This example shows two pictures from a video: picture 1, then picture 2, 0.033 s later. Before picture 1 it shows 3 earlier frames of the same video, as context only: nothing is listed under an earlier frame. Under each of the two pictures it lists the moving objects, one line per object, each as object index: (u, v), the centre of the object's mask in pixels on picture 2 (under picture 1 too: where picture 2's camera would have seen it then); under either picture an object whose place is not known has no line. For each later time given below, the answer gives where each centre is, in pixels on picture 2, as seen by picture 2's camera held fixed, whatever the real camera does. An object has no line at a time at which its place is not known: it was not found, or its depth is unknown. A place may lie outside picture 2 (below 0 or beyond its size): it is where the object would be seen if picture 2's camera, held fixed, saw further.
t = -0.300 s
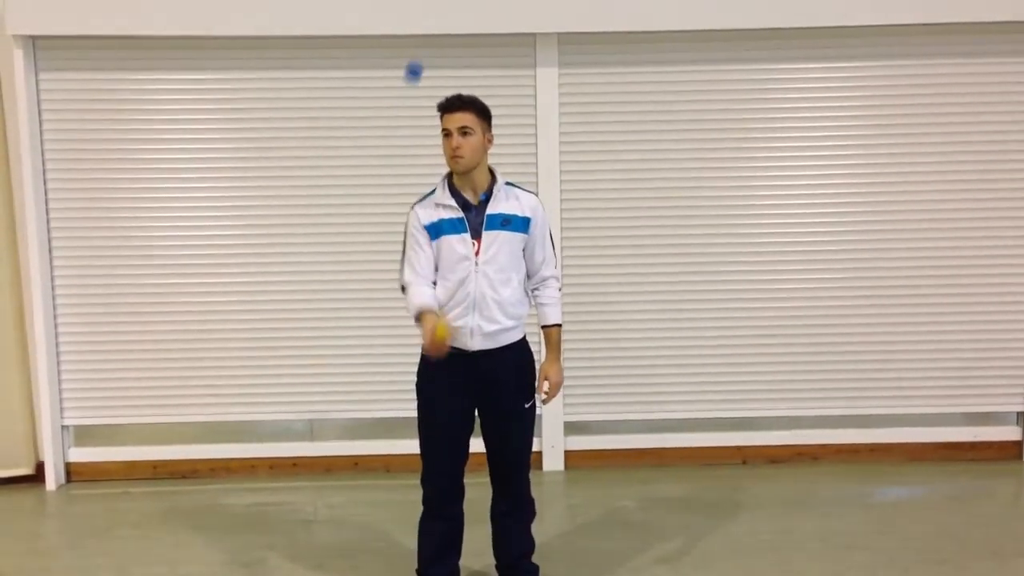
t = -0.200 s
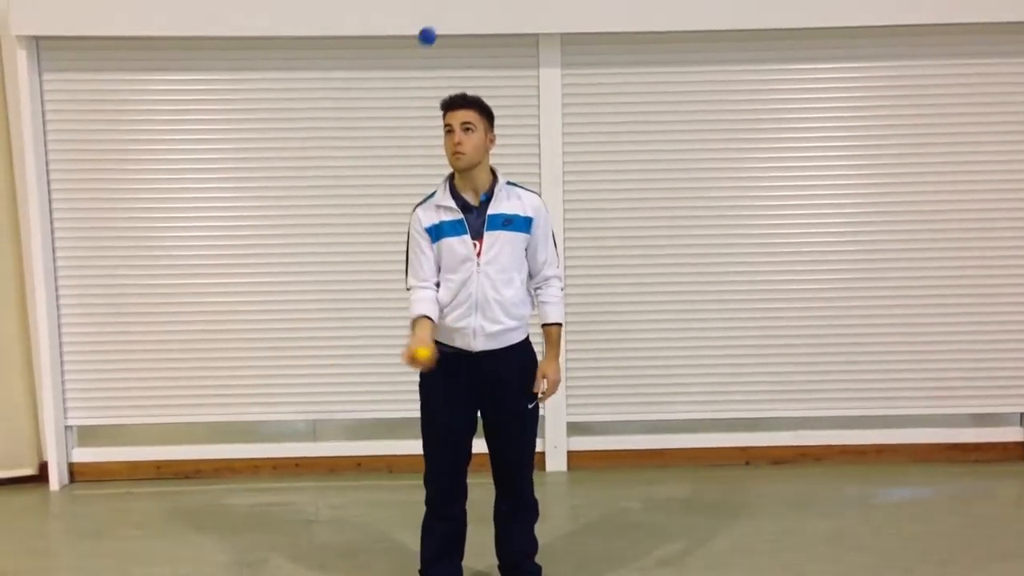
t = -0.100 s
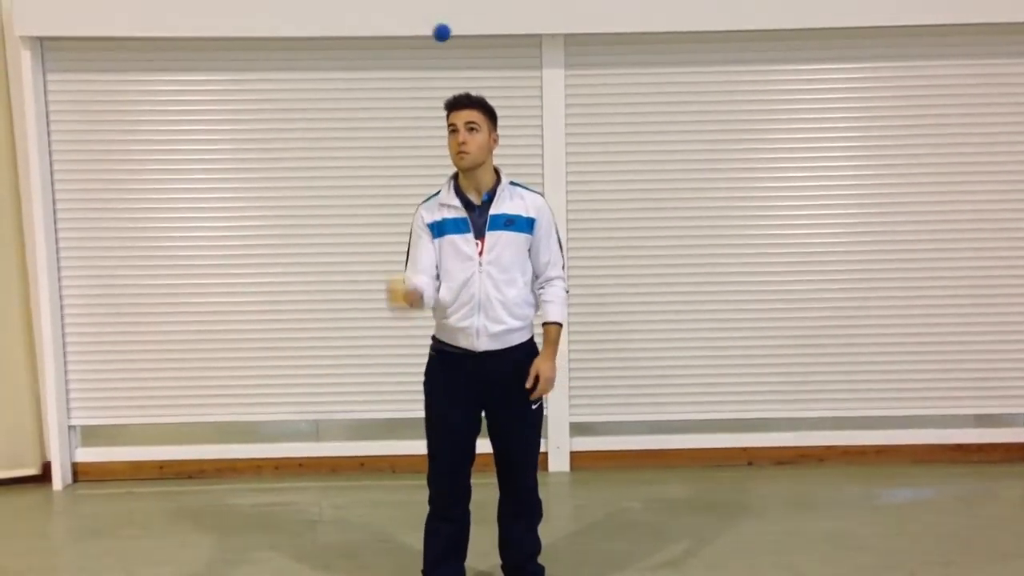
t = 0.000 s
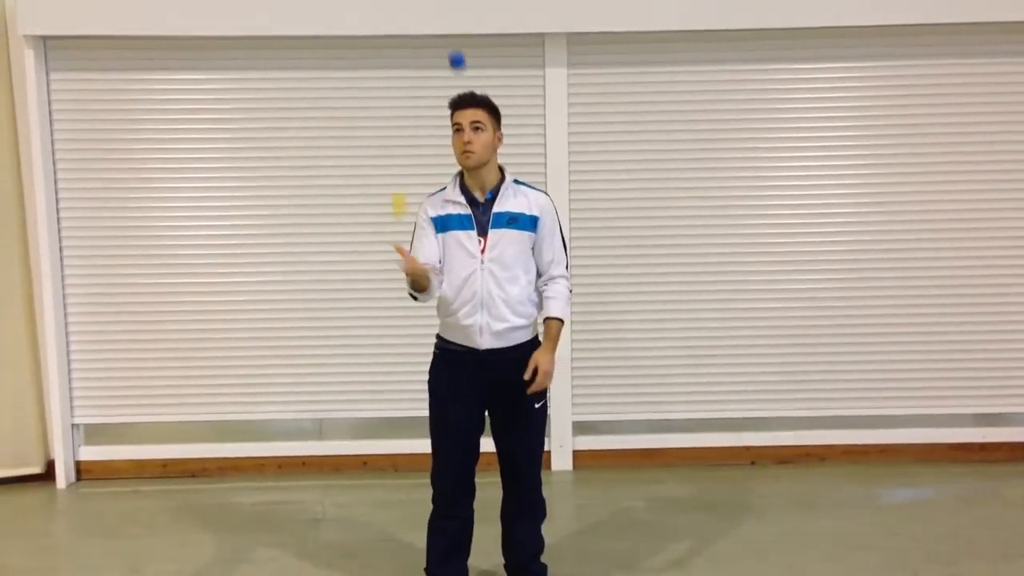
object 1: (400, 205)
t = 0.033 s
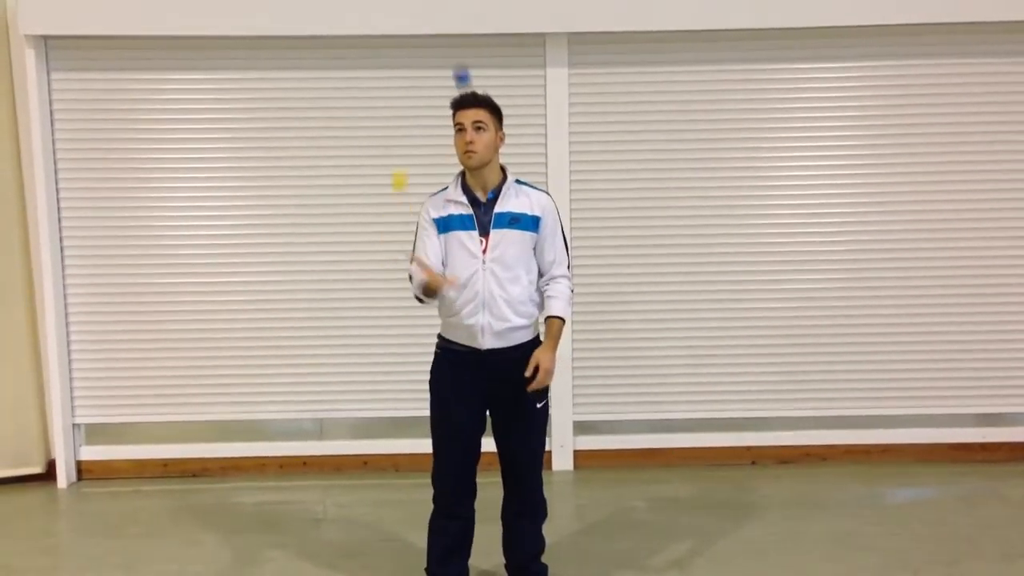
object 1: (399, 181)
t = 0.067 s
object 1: (399, 159)
